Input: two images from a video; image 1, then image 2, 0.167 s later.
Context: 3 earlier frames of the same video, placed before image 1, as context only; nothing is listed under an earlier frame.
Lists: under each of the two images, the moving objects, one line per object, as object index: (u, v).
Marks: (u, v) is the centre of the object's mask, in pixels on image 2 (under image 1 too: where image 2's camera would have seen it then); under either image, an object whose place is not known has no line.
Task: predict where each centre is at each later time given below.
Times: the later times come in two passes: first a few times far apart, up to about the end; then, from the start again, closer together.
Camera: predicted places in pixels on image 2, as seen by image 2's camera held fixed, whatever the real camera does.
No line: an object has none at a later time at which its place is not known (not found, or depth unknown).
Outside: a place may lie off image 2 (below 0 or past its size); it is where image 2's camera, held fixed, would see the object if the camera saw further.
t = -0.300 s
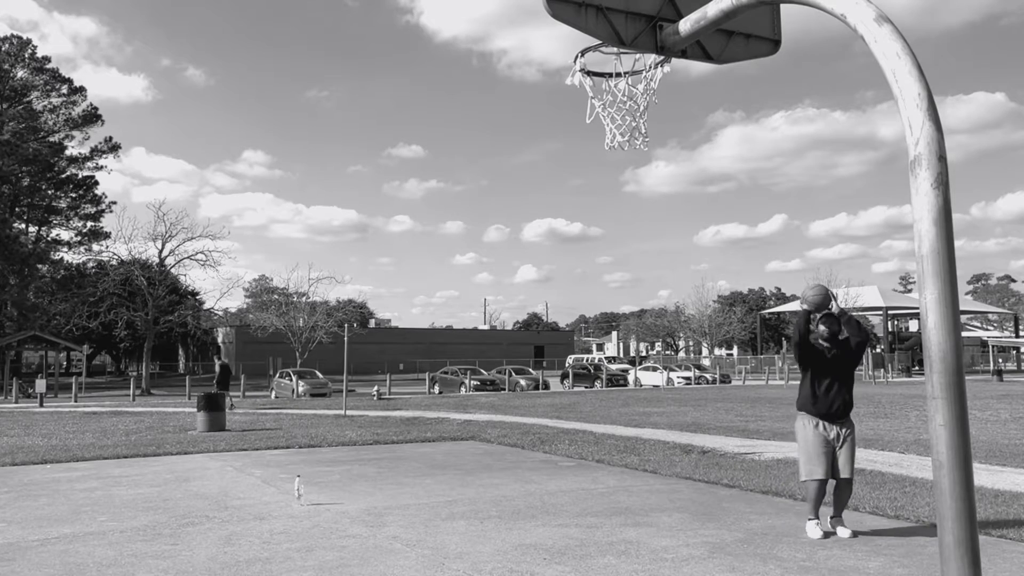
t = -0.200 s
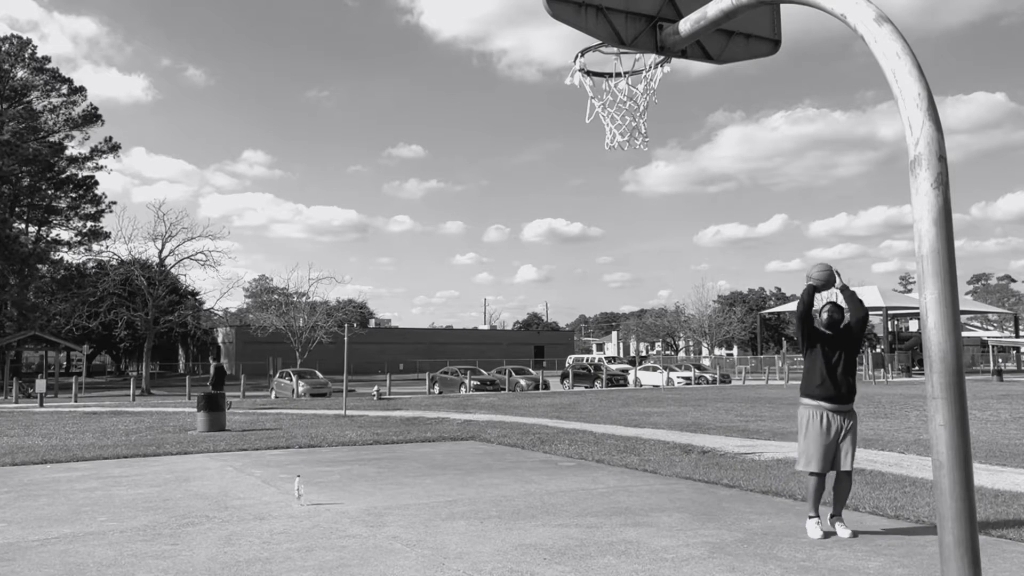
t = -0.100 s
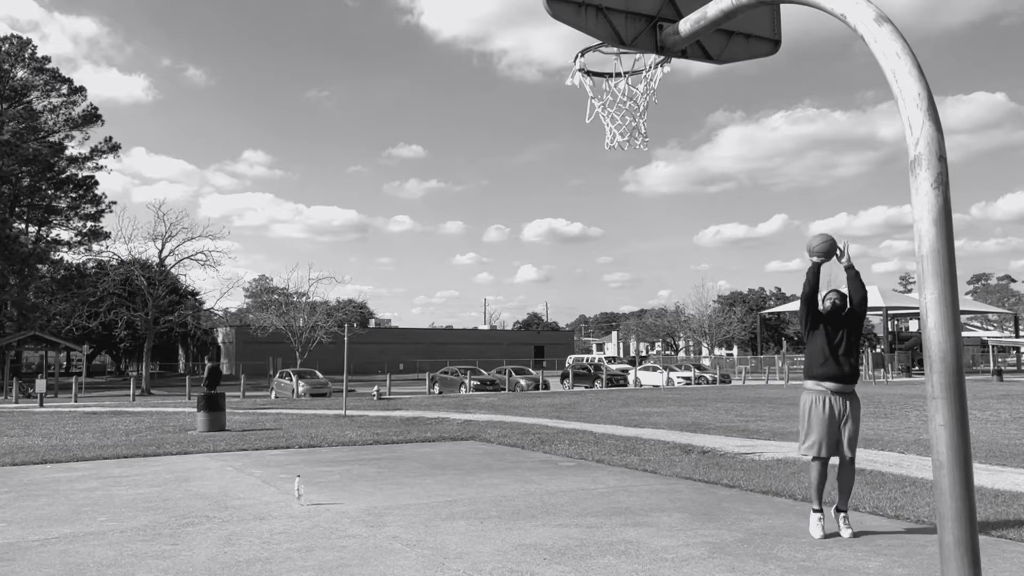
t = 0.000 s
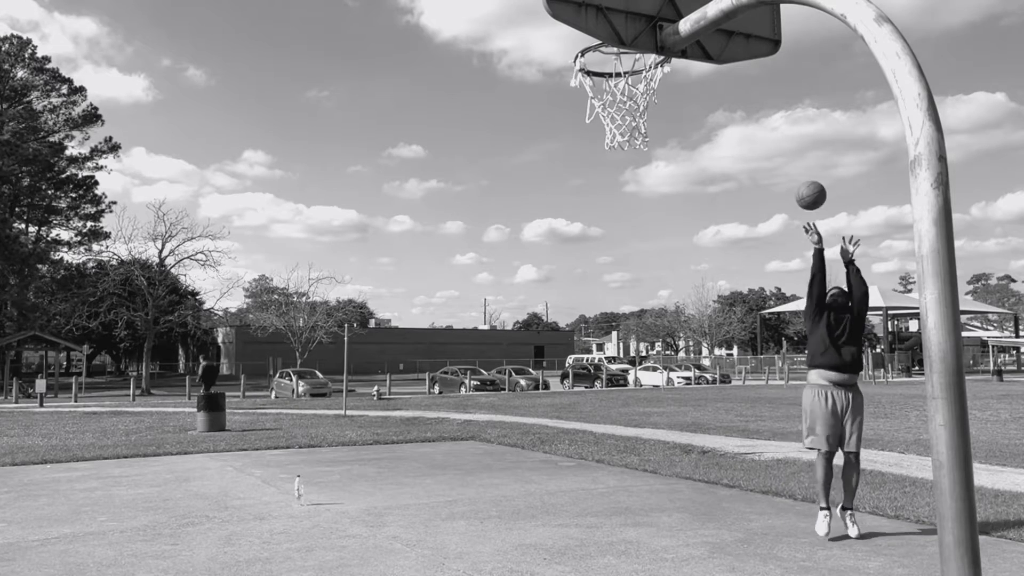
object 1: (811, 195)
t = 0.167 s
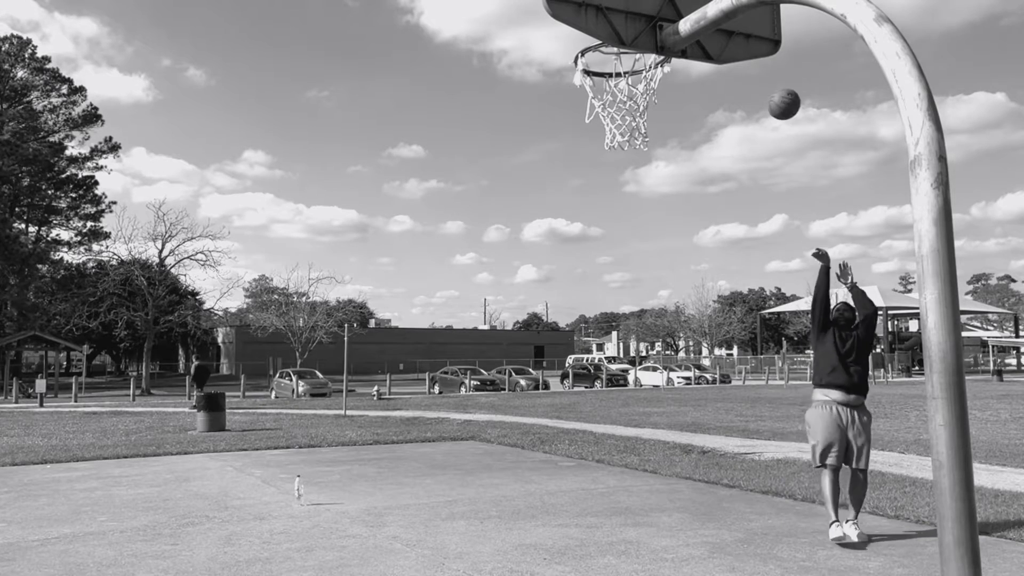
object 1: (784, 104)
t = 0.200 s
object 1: (778, 89)
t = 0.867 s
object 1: (611, 65)
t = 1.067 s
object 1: (590, 81)
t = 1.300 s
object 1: (606, 98)
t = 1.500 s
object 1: (606, 168)
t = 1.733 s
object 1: (602, 339)
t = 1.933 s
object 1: (601, 565)
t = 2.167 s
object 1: (571, 433)
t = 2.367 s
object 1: (541, 320)
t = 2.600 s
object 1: (507, 286)
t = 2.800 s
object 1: (476, 337)
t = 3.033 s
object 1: (439, 500)
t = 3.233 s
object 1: (410, 563)
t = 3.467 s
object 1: (378, 430)
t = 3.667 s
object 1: (352, 397)
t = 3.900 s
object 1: (319, 459)
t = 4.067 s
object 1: (295, 563)
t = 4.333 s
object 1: (251, 527)
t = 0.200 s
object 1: (778, 89)
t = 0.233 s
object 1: (773, 74)
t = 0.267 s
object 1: (767, 65)
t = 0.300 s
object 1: (761, 61)
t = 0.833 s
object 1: (621, 58)
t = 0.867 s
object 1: (611, 65)
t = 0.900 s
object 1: (602, 78)
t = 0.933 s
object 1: (592, 84)
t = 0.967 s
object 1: (587, 76)
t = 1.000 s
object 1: (583, 74)
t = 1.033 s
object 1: (586, 77)
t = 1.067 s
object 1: (590, 81)
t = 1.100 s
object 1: (594, 84)
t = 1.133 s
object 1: (598, 86)
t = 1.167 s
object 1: (600, 87)
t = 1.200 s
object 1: (602, 88)
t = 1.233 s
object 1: (603, 89)
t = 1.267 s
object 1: (605, 92)
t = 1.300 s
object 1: (606, 98)
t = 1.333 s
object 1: (605, 103)
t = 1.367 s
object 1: (605, 111)
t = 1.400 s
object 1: (604, 122)
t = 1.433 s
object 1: (605, 135)
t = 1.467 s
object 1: (605, 149)
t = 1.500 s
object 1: (606, 168)
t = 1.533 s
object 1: (604, 185)
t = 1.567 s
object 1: (604, 206)
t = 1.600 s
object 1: (604, 228)
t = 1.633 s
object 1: (603, 253)
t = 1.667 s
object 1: (603, 280)
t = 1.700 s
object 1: (603, 309)
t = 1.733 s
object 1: (602, 339)
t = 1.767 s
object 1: (602, 373)
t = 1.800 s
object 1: (602, 409)
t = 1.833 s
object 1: (602, 446)
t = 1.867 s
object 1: (602, 487)
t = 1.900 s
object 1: (601, 529)
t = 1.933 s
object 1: (601, 565)
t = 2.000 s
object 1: (597, 571)
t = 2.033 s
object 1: (592, 553)
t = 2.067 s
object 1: (587, 520)
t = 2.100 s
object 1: (581, 488)
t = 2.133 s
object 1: (576, 459)
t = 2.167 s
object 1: (571, 433)
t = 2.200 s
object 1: (566, 409)
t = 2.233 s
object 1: (561, 387)
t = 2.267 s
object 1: (556, 367)
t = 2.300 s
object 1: (551, 349)
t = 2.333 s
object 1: (545, 334)
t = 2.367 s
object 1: (541, 320)
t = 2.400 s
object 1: (537, 309)
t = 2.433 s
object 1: (532, 301)
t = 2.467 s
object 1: (527, 293)
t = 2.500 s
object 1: (522, 288)
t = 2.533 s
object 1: (517, 285)
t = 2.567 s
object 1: (512, 285)
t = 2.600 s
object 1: (507, 286)
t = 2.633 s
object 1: (502, 289)
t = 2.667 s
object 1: (497, 295)
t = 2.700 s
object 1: (492, 302)
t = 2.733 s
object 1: (487, 311)
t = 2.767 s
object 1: (482, 323)
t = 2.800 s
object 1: (476, 337)
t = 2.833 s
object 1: (471, 354)
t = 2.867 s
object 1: (466, 372)
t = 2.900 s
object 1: (461, 393)
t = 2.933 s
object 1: (456, 416)
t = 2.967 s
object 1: (450, 441)
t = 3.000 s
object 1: (445, 469)
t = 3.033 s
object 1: (439, 500)
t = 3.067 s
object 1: (433, 533)
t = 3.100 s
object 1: (429, 561)
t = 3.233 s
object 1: (410, 563)
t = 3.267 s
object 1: (404, 544)
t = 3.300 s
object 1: (400, 520)
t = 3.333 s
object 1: (395, 497)
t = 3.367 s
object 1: (391, 477)
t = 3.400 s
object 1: (387, 459)
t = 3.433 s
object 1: (382, 443)
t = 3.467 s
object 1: (378, 430)
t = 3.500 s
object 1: (374, 419)
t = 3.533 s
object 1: (370, 410)
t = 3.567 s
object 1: (365, 404)
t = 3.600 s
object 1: (361, 399)
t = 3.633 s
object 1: (356, 397)
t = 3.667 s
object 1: (352, 397)
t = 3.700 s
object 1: (347, 399)
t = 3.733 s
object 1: (343, 403)
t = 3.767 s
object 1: (338, 410)
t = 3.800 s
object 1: (333, 419)
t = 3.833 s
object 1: (329, 430)
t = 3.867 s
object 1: (324, 443)
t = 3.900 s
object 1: (319, 459)
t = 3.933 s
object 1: (315, 477)
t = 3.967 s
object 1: (310, 499)
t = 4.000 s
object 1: (305, 522)
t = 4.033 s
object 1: (300, 547)
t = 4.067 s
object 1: (295, 563)
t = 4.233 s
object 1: (270, 567)
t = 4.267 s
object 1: (263, 558)
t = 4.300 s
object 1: (257, 544)
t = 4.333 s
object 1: (251, 527)
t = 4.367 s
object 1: (245, 512)
